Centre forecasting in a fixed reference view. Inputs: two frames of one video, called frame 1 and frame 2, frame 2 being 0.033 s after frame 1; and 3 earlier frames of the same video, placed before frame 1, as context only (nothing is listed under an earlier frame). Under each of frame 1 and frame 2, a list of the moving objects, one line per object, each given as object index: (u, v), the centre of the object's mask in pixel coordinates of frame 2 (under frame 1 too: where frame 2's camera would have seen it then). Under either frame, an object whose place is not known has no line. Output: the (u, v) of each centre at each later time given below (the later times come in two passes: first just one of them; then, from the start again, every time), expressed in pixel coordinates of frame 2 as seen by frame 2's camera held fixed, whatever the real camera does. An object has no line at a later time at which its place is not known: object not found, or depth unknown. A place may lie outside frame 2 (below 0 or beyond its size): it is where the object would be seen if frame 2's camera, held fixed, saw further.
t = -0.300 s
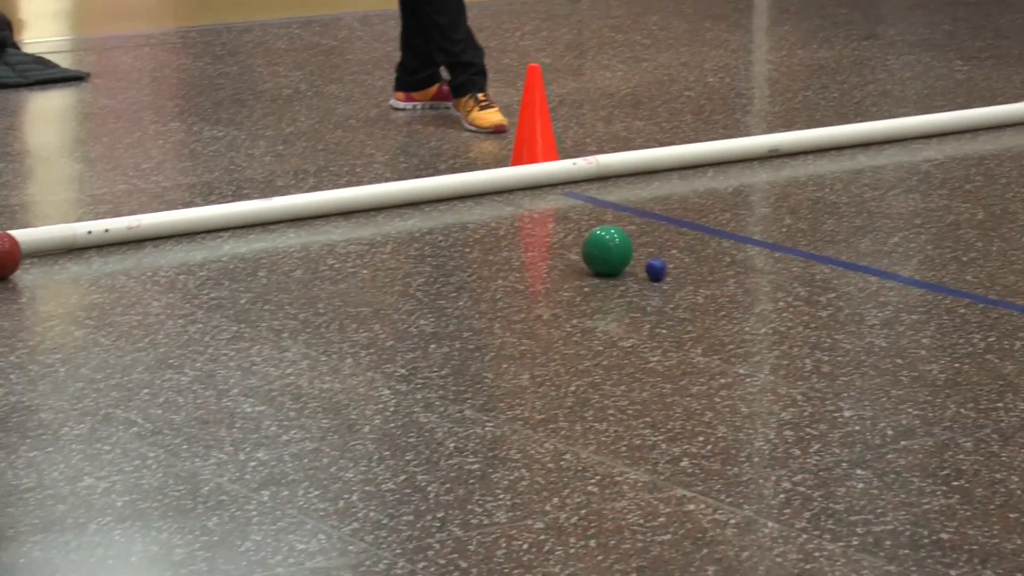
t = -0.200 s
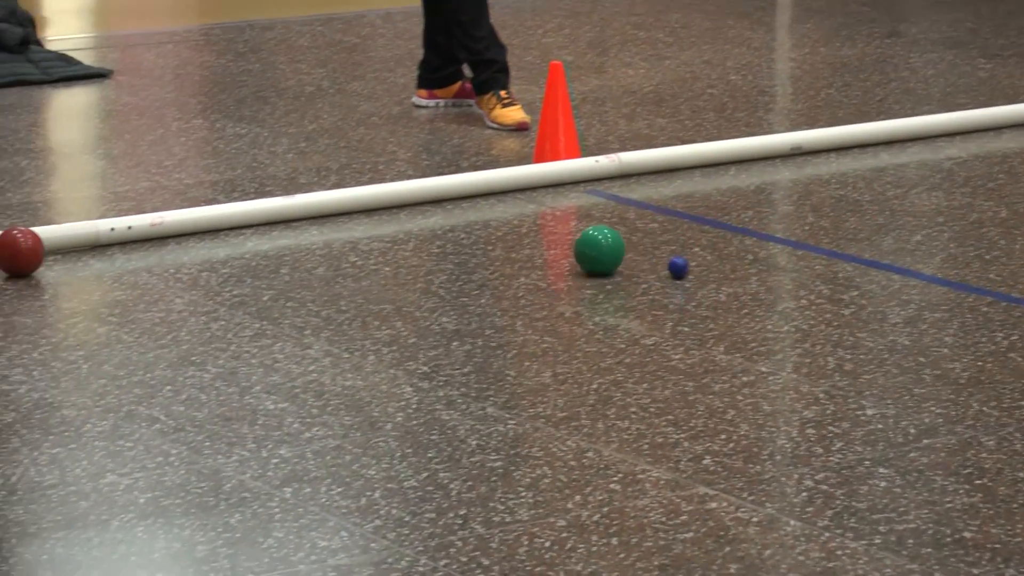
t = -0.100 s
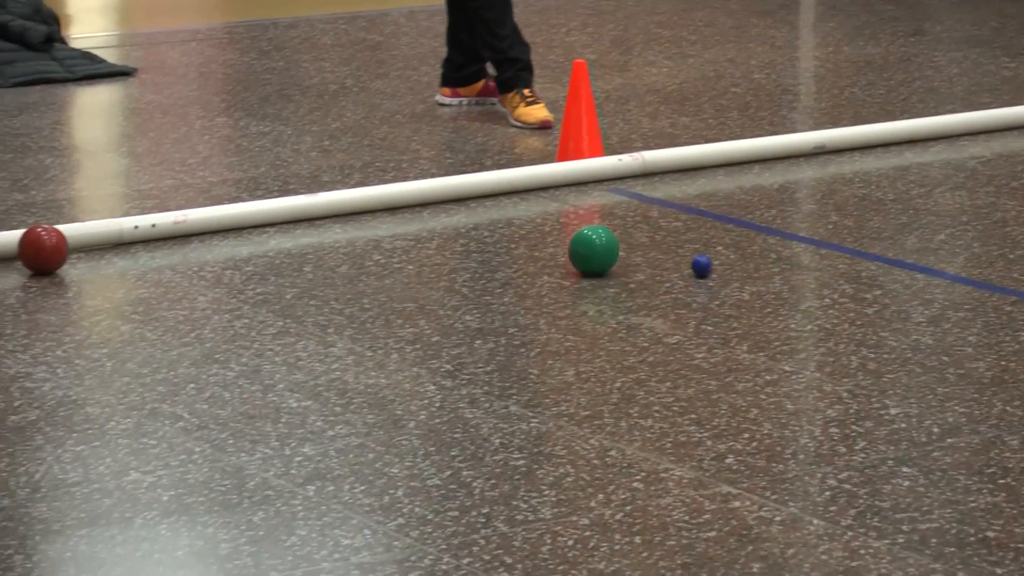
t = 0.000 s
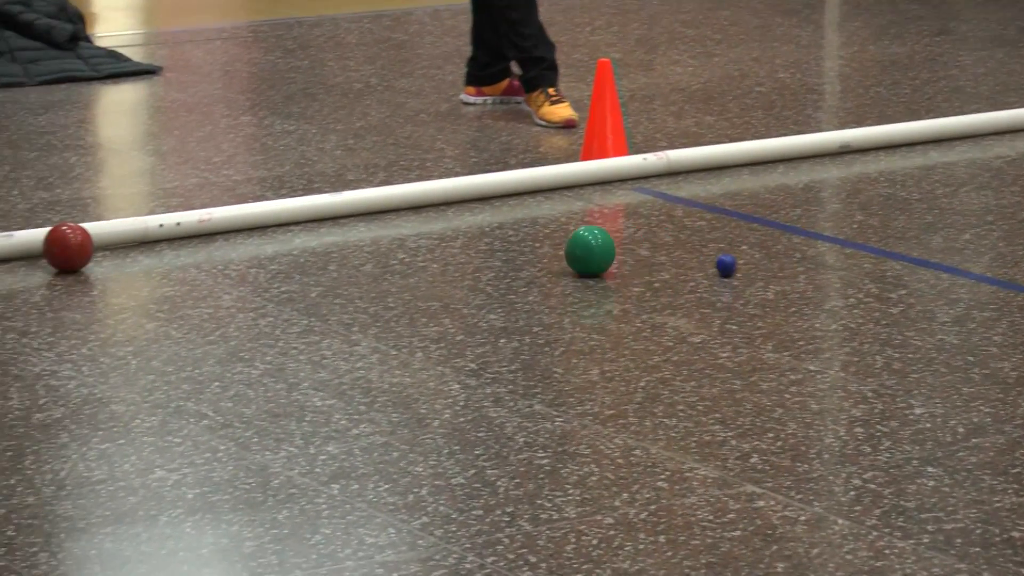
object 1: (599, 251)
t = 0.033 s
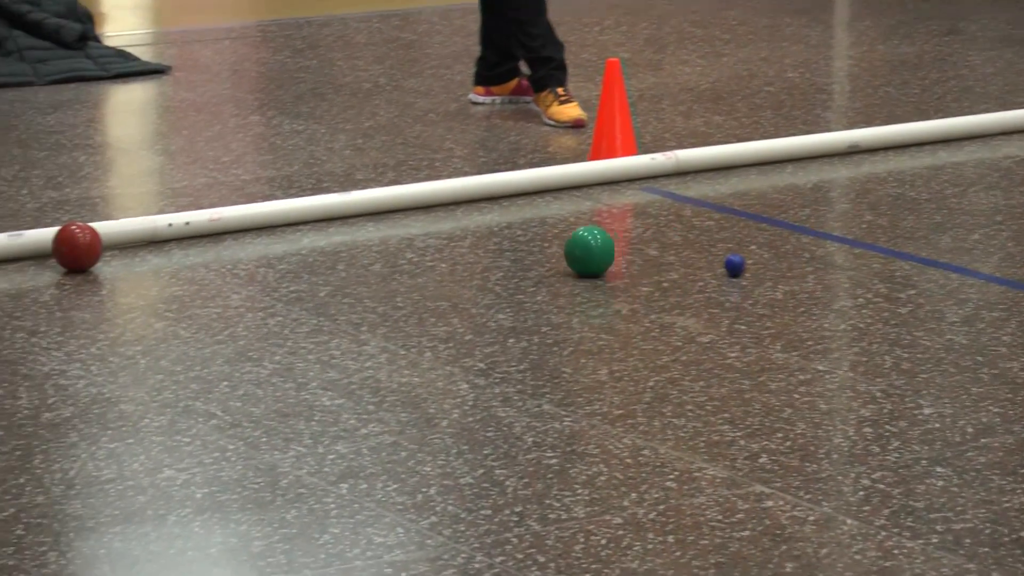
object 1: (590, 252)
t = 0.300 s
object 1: (520, 254)
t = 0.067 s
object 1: (581, 252)
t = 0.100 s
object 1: (572, 252)
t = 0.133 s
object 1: (563, 253)
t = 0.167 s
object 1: (554, 253)
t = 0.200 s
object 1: (546, 253)
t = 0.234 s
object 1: (537, 254)
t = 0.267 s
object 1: (529, 254)
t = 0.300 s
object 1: (520, 254)
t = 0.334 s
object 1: (512, 255)
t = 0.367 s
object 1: (504, 255)
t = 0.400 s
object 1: (495, 255)
